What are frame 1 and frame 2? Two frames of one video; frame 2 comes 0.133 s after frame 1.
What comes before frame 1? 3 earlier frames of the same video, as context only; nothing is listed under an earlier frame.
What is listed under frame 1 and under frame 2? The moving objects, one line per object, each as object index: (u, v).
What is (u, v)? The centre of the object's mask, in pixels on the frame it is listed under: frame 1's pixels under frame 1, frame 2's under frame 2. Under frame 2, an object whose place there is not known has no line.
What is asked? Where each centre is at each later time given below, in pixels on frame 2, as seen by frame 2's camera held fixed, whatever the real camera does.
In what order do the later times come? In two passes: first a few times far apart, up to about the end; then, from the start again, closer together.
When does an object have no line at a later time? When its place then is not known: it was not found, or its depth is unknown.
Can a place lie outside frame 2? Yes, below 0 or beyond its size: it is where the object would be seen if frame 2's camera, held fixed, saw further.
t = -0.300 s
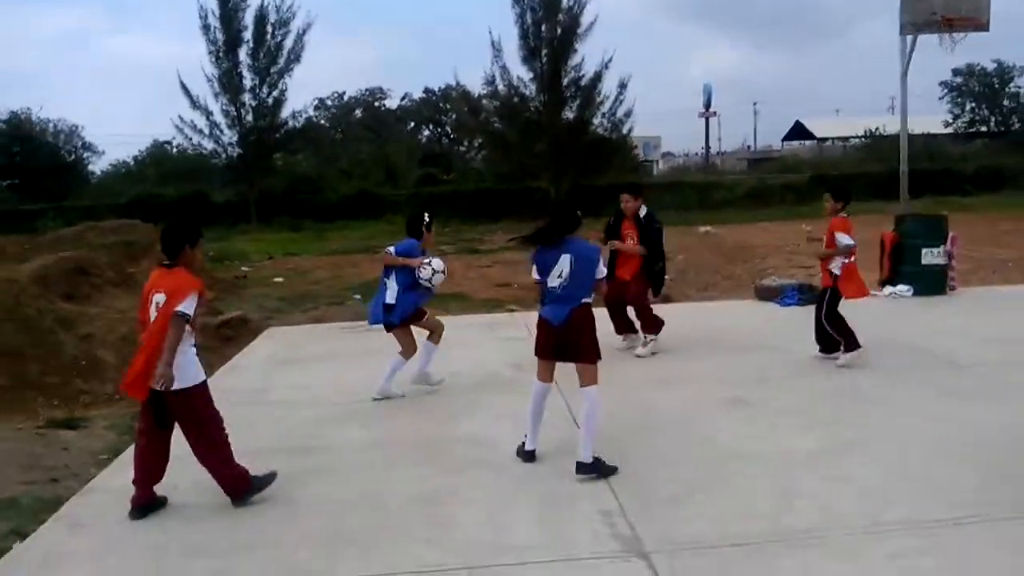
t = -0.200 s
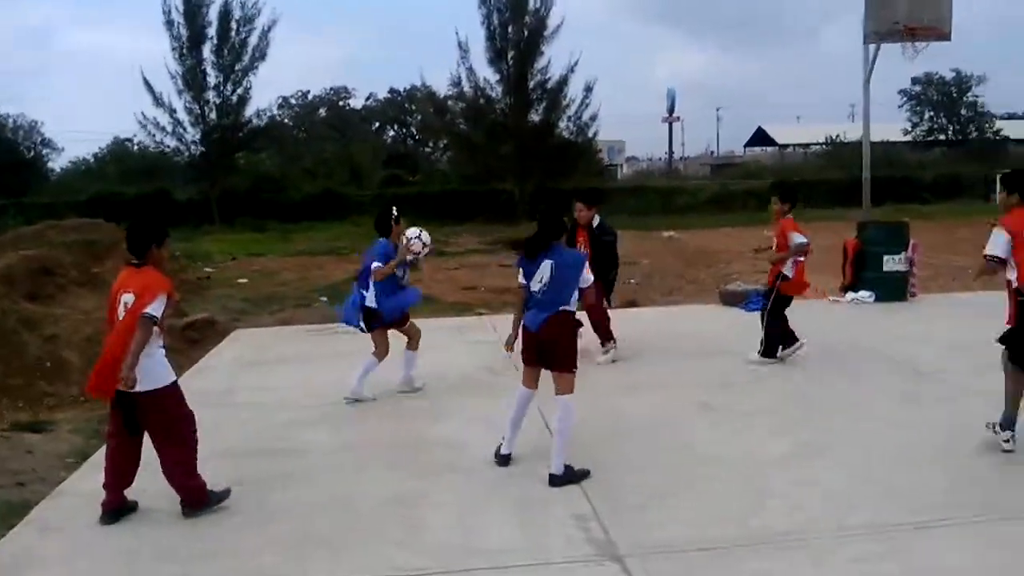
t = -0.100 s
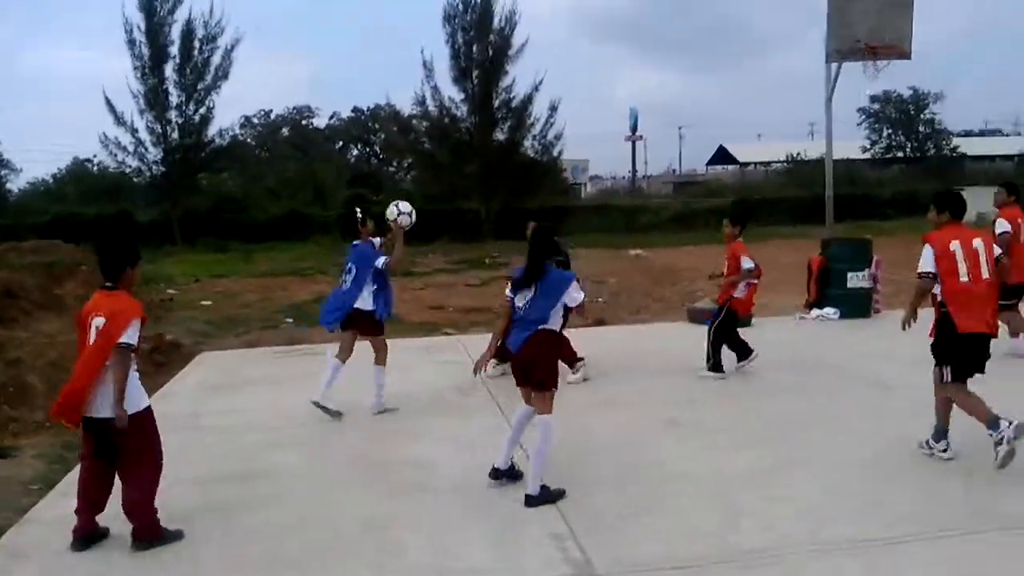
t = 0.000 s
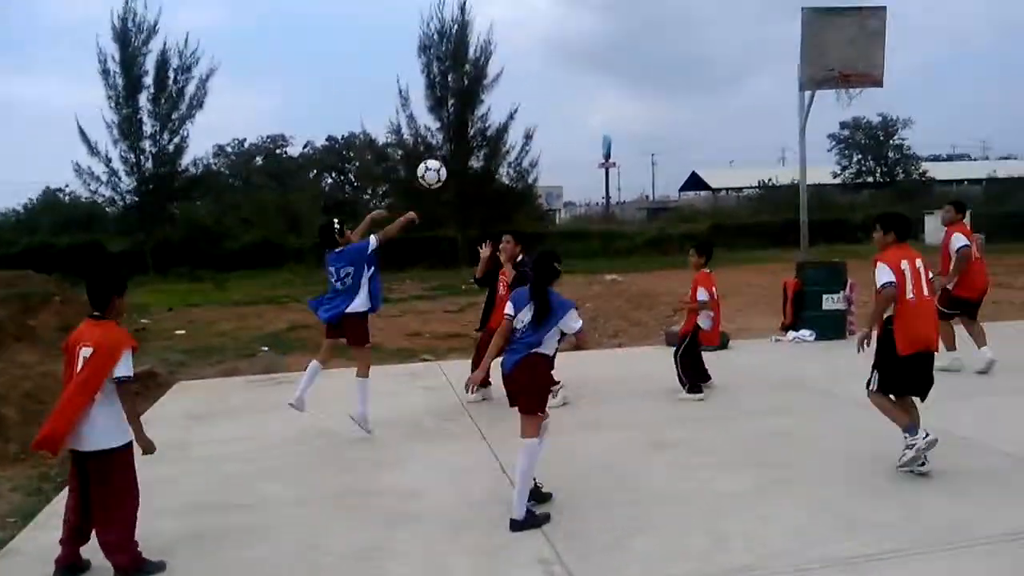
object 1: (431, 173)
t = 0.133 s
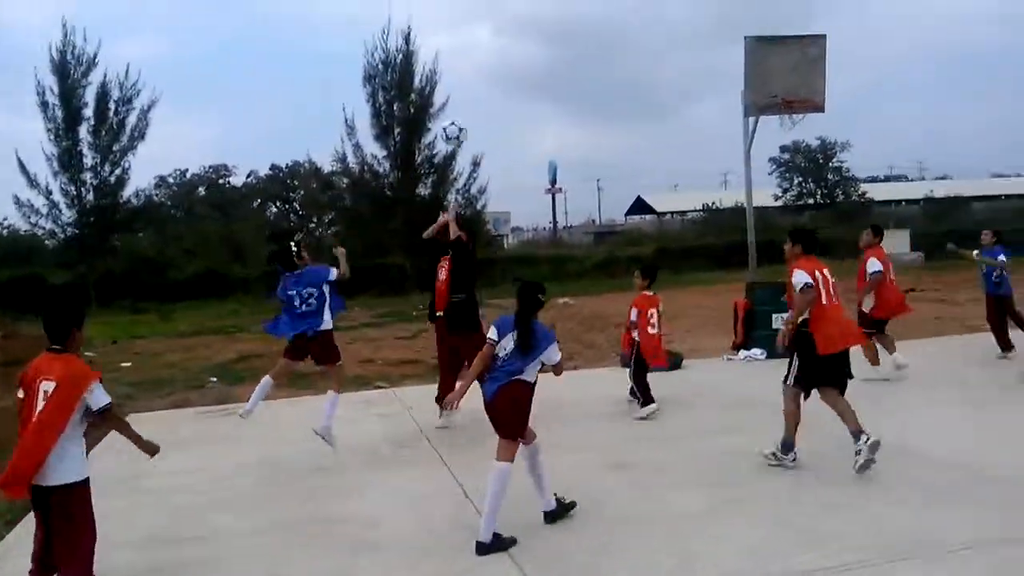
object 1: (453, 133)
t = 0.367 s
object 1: (559, 75)
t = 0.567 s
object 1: (626, 76)
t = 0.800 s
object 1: (687, 118)
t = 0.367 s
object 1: (559, 75)
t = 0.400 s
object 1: (569, 72)
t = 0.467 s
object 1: (594, 71)
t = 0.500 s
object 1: (604, 71)
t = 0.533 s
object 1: (615, 74)
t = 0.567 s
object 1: (626, 76)
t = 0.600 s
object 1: (637, 80)
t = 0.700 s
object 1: (662, 96)
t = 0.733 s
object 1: (671, 103)
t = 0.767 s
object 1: (680, 112)
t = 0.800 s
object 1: (687, 118)
